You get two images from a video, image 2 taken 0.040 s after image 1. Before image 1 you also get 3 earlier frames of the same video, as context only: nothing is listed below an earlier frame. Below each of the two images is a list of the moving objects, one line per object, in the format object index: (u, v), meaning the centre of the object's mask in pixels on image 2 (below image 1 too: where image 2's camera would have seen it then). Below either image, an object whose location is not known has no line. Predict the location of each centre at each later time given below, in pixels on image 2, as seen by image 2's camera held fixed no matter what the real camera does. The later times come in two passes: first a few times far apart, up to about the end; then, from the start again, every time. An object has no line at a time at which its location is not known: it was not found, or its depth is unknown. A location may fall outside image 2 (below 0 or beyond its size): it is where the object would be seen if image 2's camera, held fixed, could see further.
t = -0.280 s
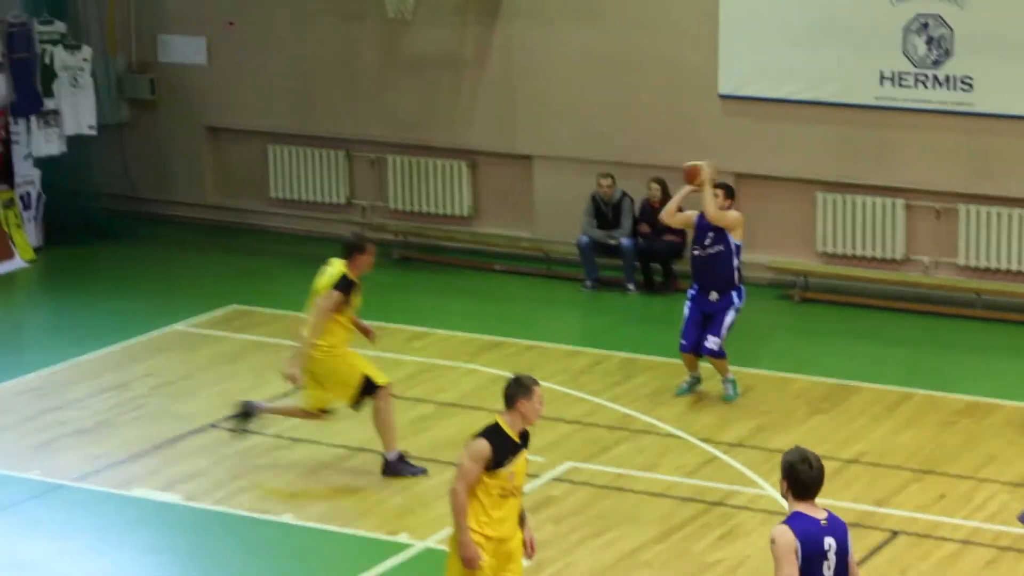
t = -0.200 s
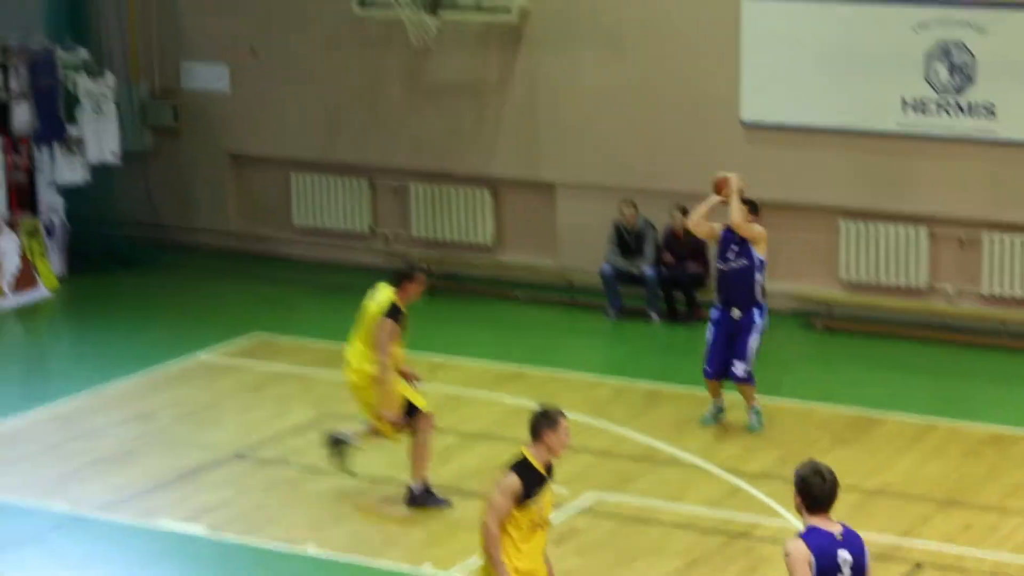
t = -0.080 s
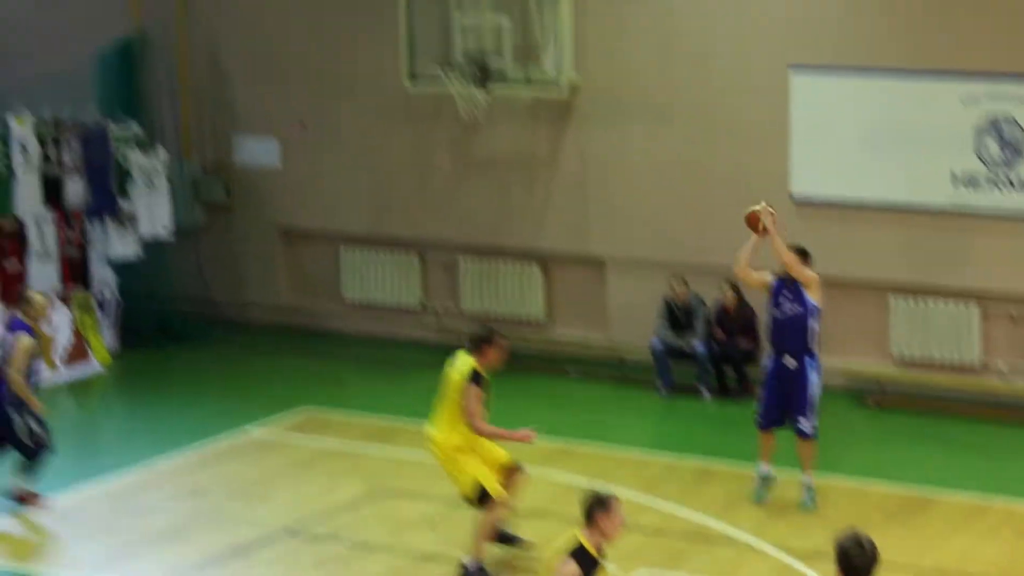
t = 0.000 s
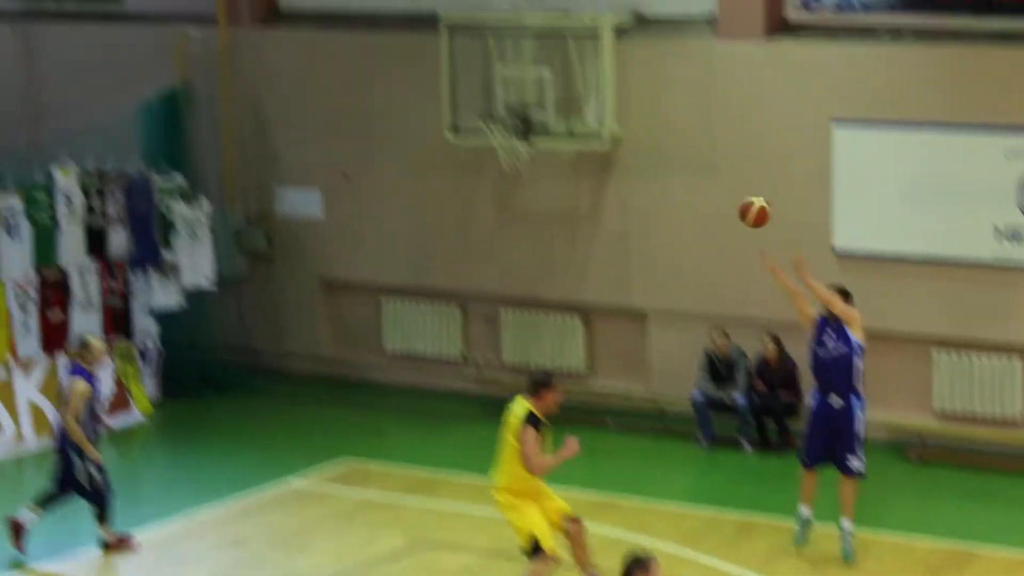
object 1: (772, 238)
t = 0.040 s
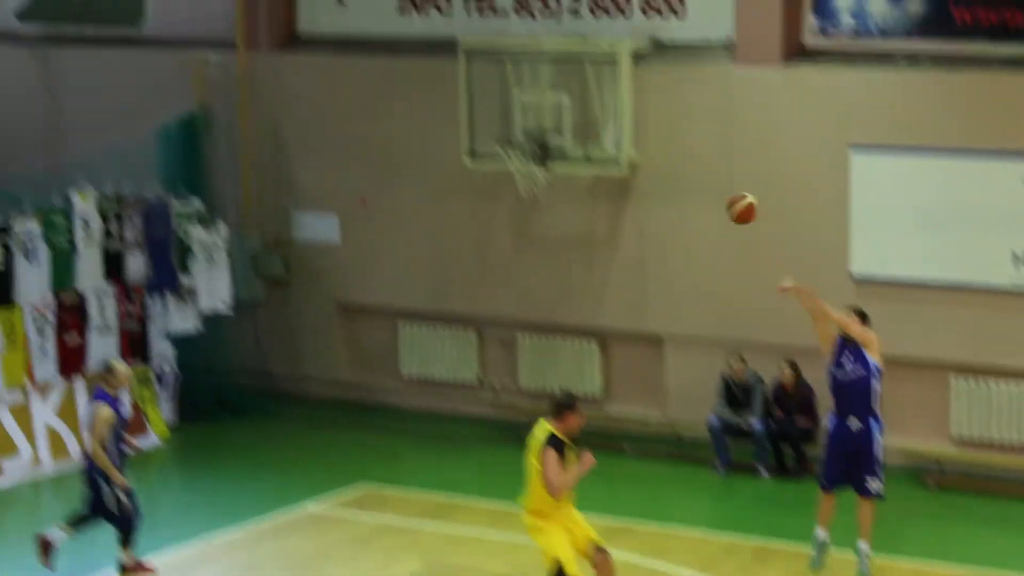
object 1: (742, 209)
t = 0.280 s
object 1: (562, 75)
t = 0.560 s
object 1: (330, 3)
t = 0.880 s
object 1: (37, 59)
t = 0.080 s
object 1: (713, 182)
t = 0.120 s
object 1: (683, 157)
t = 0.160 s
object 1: (653, 134)
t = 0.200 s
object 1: (623, 113)
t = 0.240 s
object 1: (592, 92)
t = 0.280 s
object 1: (562, 75)
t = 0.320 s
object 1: (530, 60)
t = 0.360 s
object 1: (498, 44)
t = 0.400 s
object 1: (465, 32)
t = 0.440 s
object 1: (432, 22)
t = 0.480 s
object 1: (398, 14)
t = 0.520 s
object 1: (364, 7)
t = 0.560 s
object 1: (330, 3)
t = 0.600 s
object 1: (295, 1)
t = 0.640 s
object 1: (260, 0)
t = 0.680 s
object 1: (224, 4)
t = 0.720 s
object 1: (188, 9)
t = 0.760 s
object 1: (152, 17)
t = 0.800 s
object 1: (116, 27)
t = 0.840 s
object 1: (77, 42)
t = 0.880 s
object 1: (37, 59)
